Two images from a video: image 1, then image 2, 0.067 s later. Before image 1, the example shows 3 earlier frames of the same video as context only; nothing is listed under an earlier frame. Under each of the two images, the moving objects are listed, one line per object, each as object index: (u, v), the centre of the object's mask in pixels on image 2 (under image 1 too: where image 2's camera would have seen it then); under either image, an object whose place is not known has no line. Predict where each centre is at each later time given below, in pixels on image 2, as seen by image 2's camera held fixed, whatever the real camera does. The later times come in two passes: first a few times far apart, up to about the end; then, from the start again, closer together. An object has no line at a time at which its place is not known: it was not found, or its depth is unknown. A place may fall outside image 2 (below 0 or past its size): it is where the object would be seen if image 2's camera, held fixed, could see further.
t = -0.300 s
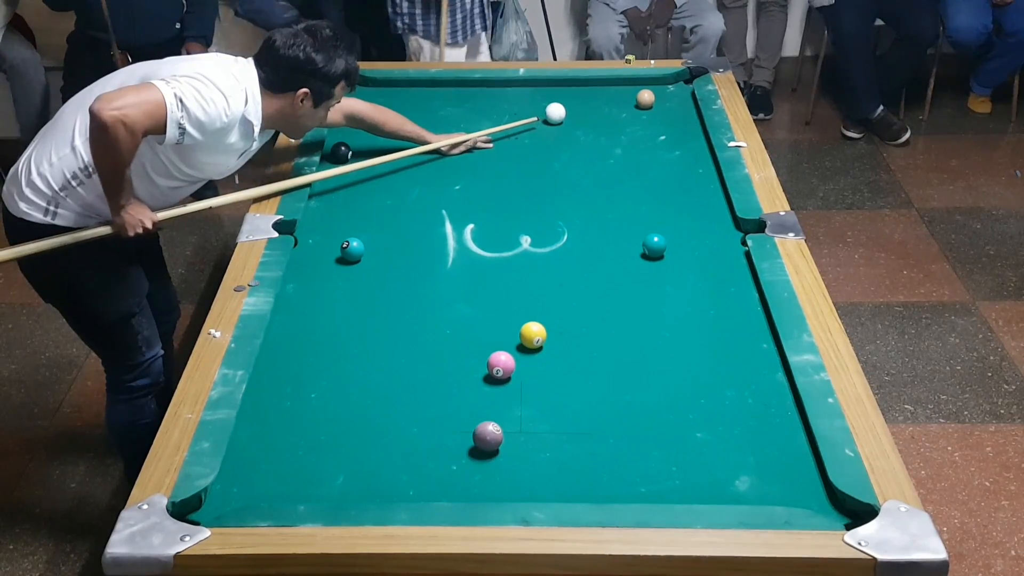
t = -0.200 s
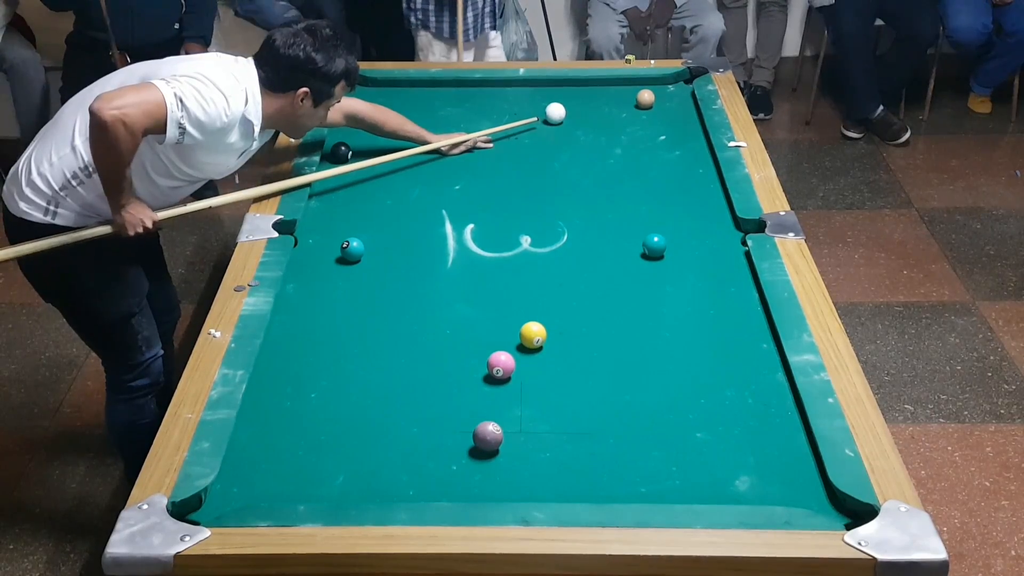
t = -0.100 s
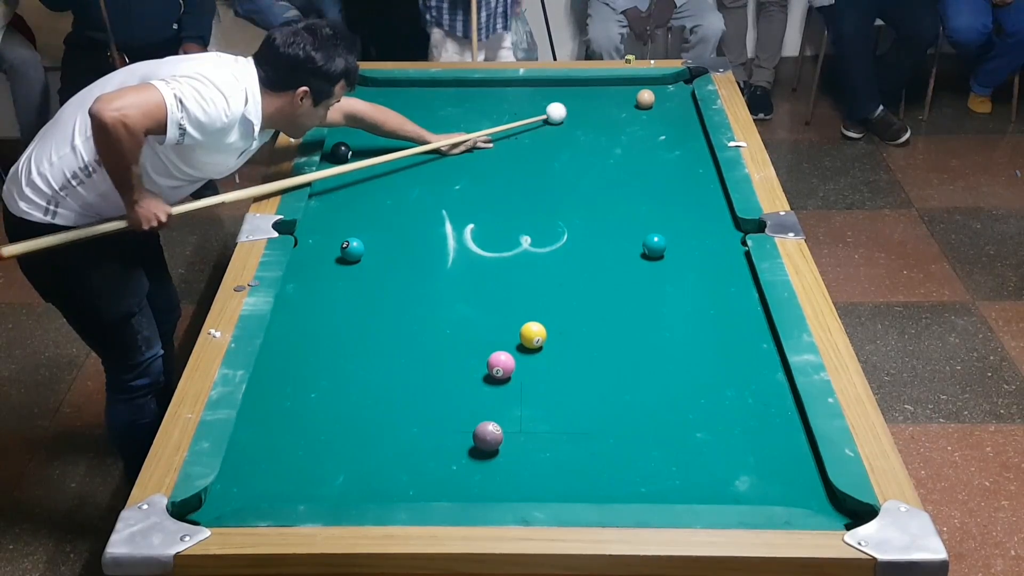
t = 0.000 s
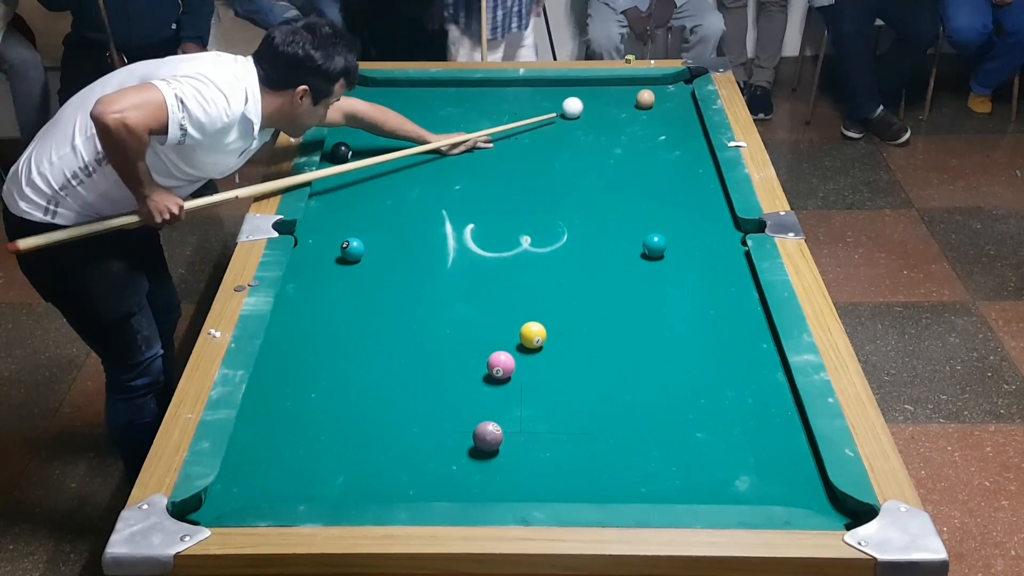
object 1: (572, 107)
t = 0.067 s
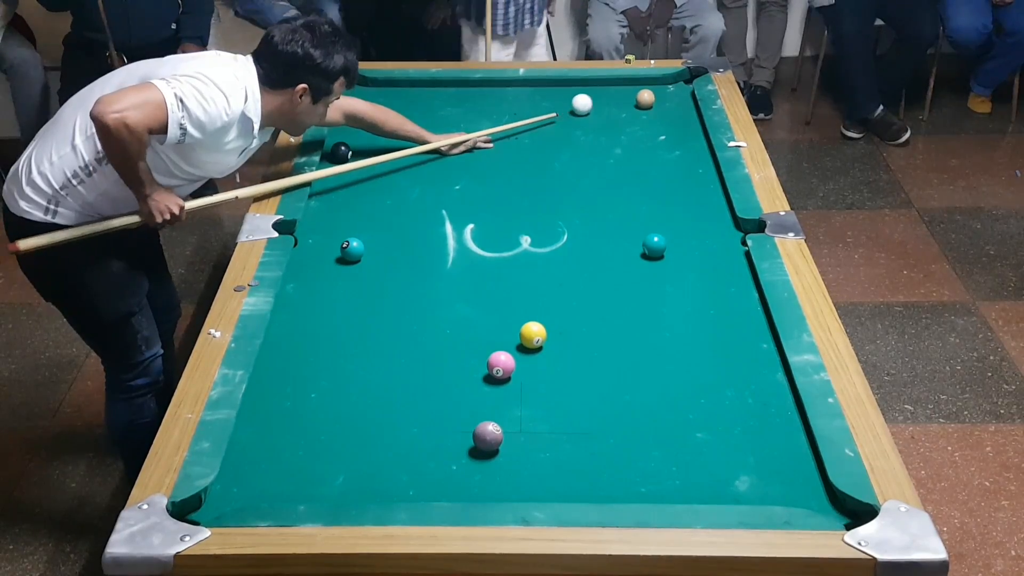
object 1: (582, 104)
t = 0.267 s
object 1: (609, 95)
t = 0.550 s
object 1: (644, 82)
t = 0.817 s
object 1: (672, 84)
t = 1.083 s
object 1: (675, 88)
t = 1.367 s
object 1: (664, 91)
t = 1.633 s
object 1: (657, 92)
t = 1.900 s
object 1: (655, 92)
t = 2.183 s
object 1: (654, 92)
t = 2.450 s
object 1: (654, 92)
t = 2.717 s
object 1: (654, 92)
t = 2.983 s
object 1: (654, 92)
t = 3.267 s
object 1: (654, 92)
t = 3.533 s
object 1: (654, 92)
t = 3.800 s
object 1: (654, 92)
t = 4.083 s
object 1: (654, 92)
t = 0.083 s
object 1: (584, 103)
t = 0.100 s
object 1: (586, 103)
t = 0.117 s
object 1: (589, 102)
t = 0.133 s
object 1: (591, 101)
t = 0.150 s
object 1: (593, 100)
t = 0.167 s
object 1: (596, 100)
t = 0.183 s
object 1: (598, 99)
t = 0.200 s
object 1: (600, 98)
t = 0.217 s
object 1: (602, 98)
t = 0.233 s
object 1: (605, 97)
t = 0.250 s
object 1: (607, 96)
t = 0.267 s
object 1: (609, 95)
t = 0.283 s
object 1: (611, 95)
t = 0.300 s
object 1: (613, 94)
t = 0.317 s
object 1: (616, 93)
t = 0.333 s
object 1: (618, 93)
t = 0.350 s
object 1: (620, 92)
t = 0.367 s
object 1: (622, 91)
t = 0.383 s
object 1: (624, 90)
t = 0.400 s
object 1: (626, 90)
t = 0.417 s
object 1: (628, 89)
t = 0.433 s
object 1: (630, 88)
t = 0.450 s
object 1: (632, 87)
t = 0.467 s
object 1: (634, 86)
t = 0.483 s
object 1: (636, 85)
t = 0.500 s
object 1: (638, 85)
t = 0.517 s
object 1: (640, 84)
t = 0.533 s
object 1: (642, 83)
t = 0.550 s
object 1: (644, 82)
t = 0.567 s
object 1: (647, 82)
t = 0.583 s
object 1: (649, 81)
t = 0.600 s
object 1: (651, 81)
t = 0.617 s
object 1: (653, 81)
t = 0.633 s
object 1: (654, 81)
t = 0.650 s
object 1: (656, 81)
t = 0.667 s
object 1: (658, 81)
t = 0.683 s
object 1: (659, 81)
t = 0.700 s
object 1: (661, 82)
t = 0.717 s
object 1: (663, 82)
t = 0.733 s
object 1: (664, 82)
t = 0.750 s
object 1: (666, 83)
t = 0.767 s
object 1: (667, 83)
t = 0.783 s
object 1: (669, 83)
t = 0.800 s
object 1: (671, 84)
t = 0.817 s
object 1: (672, 84)
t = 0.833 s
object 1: (674, 84)
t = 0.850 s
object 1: (675, 84)
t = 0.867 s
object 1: (677, 85)
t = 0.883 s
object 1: (679, 85)
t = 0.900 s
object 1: (680, 85)
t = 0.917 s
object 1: (682, 86)
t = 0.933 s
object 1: (682, 86)
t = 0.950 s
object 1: (682, 86)
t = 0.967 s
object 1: (681, 86)
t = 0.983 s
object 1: (680, 87)
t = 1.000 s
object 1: (679, 87)
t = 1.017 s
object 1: (678, 87)
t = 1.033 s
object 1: (677, 87)
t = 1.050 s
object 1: (677, 87)
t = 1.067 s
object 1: (676, 88)
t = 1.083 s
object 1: (675, 88)
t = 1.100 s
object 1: (674, 88)
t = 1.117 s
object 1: (674, 88)
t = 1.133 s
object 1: (673, 88)
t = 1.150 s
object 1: (672, 89)
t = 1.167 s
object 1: (671, 89)
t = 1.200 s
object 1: (670, 89)
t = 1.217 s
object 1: (670, 89)
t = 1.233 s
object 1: (669, 89)
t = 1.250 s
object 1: (668, 90)
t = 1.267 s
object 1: (668, 90)
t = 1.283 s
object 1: (667, 90)
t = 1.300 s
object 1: (666, 90)
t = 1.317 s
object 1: (666, 90)
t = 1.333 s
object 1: (665, 90)
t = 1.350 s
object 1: (664, 91)
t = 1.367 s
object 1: (664, 91)
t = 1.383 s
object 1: (663, 91)
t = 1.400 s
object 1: (663, 91)
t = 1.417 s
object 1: (662, 91)
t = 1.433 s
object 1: (662, 91)
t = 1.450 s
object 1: (661, 91)
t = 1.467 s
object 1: (661, 91)
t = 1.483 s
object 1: (660, 91)
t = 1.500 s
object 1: (660, 92)
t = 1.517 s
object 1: (659, 92)
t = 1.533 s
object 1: (659, 92)
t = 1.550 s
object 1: (658, 92)
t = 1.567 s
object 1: (658, 92)
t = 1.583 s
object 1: (658, 92)
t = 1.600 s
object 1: (658, 92)
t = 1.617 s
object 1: (657, 92)
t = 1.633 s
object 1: (657, 92)
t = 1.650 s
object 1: (657, 92)
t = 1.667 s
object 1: (657, 92)
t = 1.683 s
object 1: (656, 92)
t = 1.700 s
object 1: (656, 92)
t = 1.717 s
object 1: (656, 92)
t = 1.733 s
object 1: (656, 92)
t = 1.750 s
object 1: (656, 92)
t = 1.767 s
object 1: (656, 92)
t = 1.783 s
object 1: (655, 92)
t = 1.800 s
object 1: (655, 92)
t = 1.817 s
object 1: (655, 92)
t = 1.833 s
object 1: (655, 92)
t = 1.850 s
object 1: (655, 92)
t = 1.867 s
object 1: (655, 92)
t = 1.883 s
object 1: (655, 92)
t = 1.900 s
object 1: (655, 92)
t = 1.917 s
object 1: (655, 92)
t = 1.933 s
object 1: (655, 92)
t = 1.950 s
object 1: (654, 92)
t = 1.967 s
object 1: (654, 92)
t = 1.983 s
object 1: (654, 92)
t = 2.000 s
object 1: (654, 92)
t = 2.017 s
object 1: (654, 92)
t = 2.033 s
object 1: (654, 92)
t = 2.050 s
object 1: (654, 92)
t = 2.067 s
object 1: (654, 92)
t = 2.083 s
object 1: (654, 92)
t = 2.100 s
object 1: (654, 92)
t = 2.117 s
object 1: (654, 92)
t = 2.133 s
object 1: (654, 92)
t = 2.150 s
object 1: (654, 92)
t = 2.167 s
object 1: (654, 92)
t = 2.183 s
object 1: (654, 92)
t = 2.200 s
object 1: (654, 92)
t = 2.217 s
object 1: (654, 92)
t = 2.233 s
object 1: (654, 92)
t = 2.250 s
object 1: (654, 92)
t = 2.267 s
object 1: (654, 92)
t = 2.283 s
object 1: (654, 92)
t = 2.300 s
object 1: (654, 92)
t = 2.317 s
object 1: (654, 92)
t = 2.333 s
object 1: (654, 92)
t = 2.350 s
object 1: (654, 92)
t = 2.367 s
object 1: (654, 92)
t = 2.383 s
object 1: (654, 92)
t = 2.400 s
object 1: (654, 92)
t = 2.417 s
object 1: (654, 92)
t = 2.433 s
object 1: (654, 92)
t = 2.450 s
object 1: (654, 92)
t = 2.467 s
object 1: (654, 92)
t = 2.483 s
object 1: (654, 92)
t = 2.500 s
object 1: (654, 92)
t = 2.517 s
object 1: (654, 92)
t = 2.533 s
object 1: (654, 92)
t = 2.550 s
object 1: (654, 92)
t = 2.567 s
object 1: (654, 92)
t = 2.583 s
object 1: (654, 92)
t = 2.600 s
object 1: (654, 92)
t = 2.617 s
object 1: (654, 92)
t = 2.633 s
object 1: (654, 92)
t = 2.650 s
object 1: (654, 92)
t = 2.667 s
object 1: (654, 92)
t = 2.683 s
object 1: (654, 92)
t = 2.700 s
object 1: (654, 92)
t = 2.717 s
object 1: (654, 92)
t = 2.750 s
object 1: (654, 92)
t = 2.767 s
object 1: (654, 92)
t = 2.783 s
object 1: (654, 92)
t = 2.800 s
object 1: (654, 92)
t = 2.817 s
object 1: (654, 92)
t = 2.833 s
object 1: (654, 92)
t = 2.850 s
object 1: (654, 92)
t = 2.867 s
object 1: (654, 92)
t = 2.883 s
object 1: (654, 92)
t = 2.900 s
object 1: (654, 92)
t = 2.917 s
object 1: (654, 92)
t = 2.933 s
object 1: (654, 92)
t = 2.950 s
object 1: (654, 92)
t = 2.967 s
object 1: (654, 92)
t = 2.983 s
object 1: (654, 92)
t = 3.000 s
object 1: (654, 92)
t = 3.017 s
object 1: (654, 92)
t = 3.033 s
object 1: (654, 92)
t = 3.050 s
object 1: (654, 92)
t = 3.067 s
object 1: (654, 92)
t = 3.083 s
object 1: (654, 92)
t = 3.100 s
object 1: (654, 92)
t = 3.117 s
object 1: (654, 92)
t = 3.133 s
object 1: (654, 92)
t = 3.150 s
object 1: (654, 92)
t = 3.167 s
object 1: (654, 92)
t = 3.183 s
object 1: (654, 92)
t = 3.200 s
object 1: (654, 92)
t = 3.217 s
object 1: (654, 92)
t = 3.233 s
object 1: (654, 92)
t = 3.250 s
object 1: (654, 92)
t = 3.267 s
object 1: (654, 92)
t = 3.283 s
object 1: (654, 92)
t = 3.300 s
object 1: (654, 92)
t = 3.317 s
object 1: (654, 92)
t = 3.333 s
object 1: (654, 93)
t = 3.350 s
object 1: (654, 92)
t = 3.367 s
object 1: (654, 92)
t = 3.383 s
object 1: (654, 92)
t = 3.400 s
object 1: (654, 92)
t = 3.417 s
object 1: (654, 92)
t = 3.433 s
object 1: (654, 92)
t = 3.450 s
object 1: (654, 92)
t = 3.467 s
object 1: (654, 92)
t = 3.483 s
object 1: (654, 92)
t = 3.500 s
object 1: (654, 92)
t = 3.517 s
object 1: (654, 92)
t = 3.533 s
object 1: (654, 92)
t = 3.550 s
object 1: (654, 92)
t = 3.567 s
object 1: (654, 92)
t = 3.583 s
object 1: (654, 92)
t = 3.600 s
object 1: (654, 92)
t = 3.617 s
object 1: (654, 92)
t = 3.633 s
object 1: (654, 92)
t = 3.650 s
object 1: (654, 92)
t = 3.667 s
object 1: (654, 92)
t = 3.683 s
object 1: (654, 92)
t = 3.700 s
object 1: (654, 92)
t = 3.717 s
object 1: (654, 92)
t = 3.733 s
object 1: (654, 92)
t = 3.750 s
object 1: (654, 92)
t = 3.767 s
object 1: (654, 92)
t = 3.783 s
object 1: (654, 92)
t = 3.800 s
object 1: (654, 92)
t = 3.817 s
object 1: (654, 92)
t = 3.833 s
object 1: (654, 92)
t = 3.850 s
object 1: (654, 92)
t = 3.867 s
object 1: (654, 92)
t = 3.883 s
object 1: (654, 92)
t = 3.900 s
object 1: (654, 92)
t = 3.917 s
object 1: (654, 92)
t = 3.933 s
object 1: (654, 92)
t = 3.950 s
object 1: (654, 92)
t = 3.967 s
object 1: (654, 92)
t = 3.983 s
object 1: (654, 92)
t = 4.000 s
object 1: (654, 92)
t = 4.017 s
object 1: (654, 92)
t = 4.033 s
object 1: (654, 92)
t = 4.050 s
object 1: (654, 92)
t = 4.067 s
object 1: (654, 92)
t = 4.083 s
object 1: (654, 92)
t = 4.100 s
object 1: (654, 92)
